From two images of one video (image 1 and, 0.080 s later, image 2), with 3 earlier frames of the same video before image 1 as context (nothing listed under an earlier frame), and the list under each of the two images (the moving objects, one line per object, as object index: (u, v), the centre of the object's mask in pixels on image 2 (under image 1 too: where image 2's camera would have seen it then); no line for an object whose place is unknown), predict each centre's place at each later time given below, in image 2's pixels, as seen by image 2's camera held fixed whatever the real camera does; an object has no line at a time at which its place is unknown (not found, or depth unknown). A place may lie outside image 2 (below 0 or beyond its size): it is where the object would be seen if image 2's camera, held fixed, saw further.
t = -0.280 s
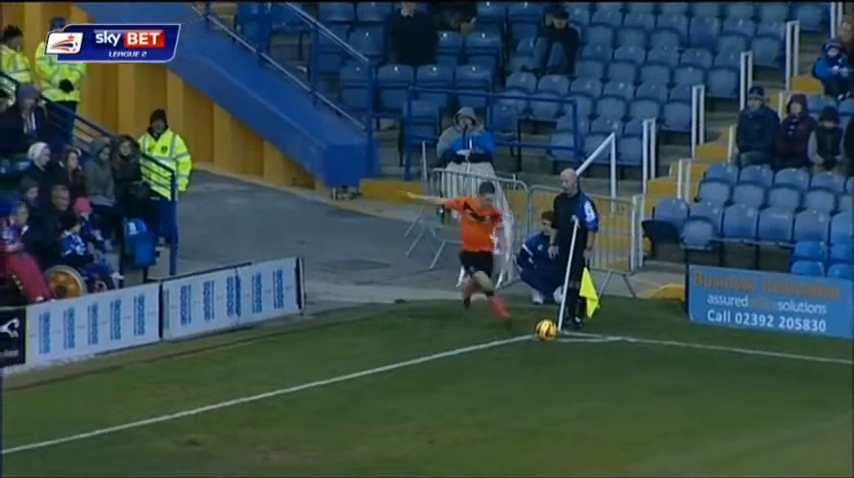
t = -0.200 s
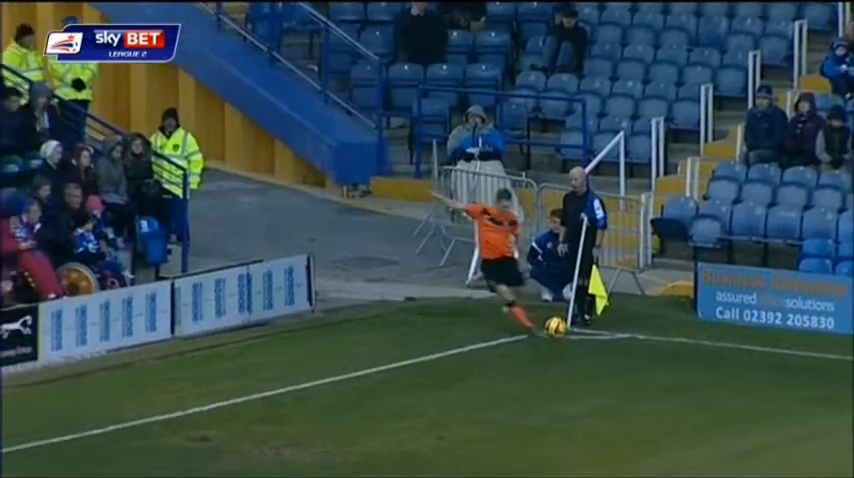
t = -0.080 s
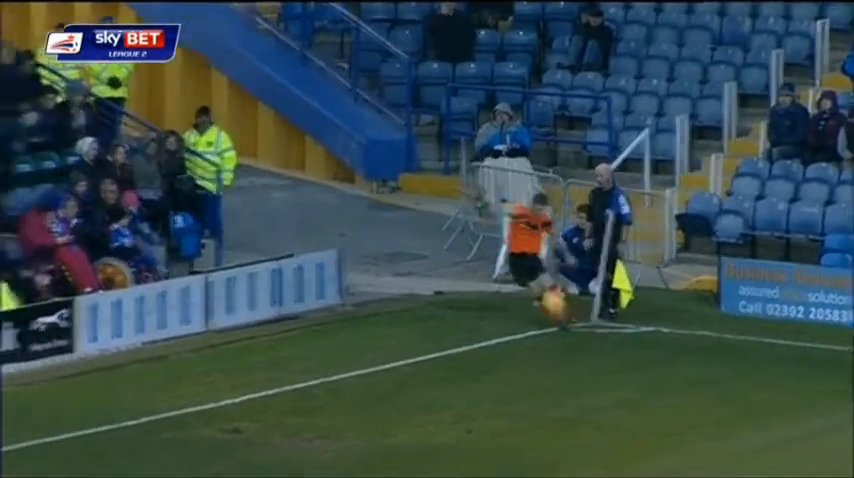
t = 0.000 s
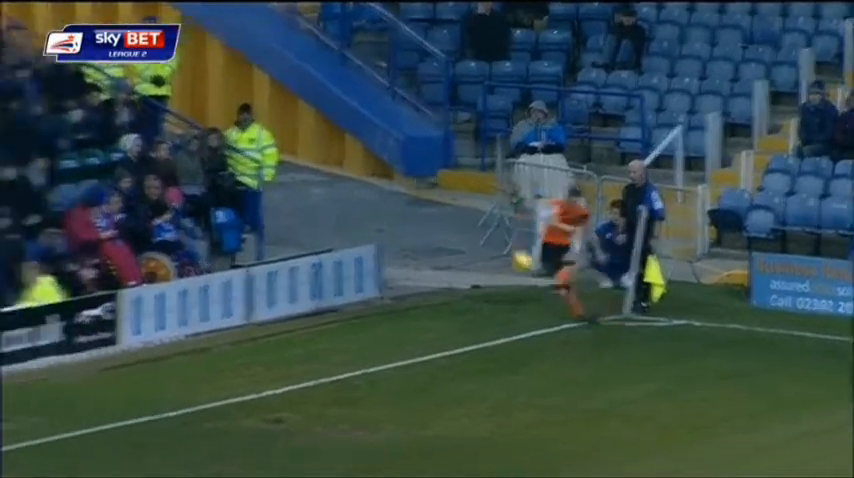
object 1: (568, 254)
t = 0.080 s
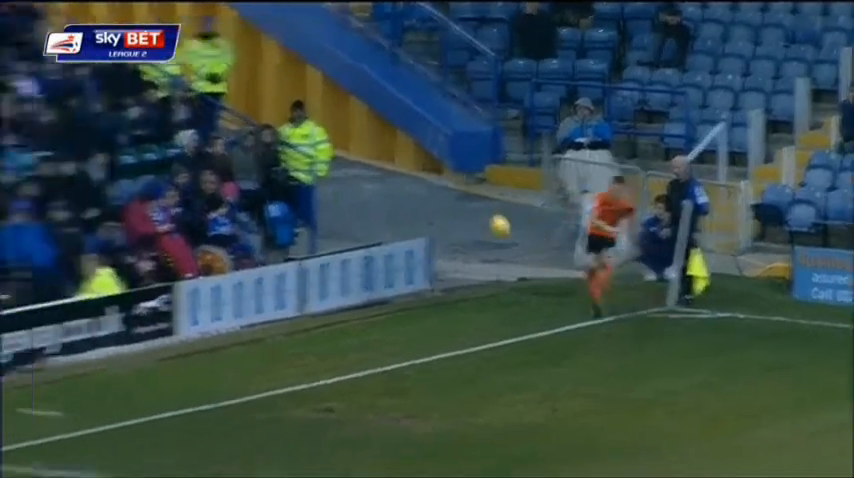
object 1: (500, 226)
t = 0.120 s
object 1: (467, 213)
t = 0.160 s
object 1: (430, 200)
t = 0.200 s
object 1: (392, 189)
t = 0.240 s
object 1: (352, 180)
